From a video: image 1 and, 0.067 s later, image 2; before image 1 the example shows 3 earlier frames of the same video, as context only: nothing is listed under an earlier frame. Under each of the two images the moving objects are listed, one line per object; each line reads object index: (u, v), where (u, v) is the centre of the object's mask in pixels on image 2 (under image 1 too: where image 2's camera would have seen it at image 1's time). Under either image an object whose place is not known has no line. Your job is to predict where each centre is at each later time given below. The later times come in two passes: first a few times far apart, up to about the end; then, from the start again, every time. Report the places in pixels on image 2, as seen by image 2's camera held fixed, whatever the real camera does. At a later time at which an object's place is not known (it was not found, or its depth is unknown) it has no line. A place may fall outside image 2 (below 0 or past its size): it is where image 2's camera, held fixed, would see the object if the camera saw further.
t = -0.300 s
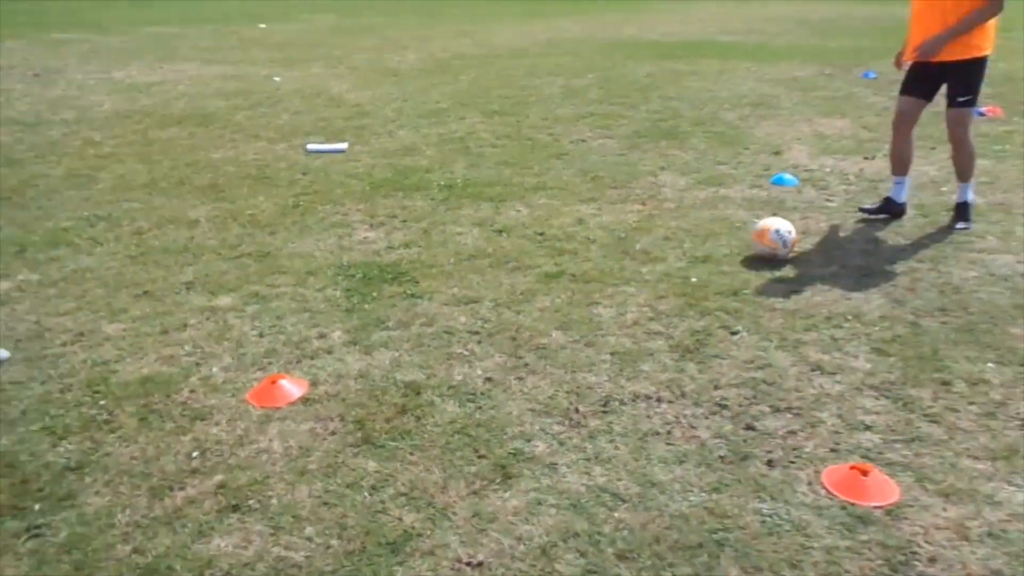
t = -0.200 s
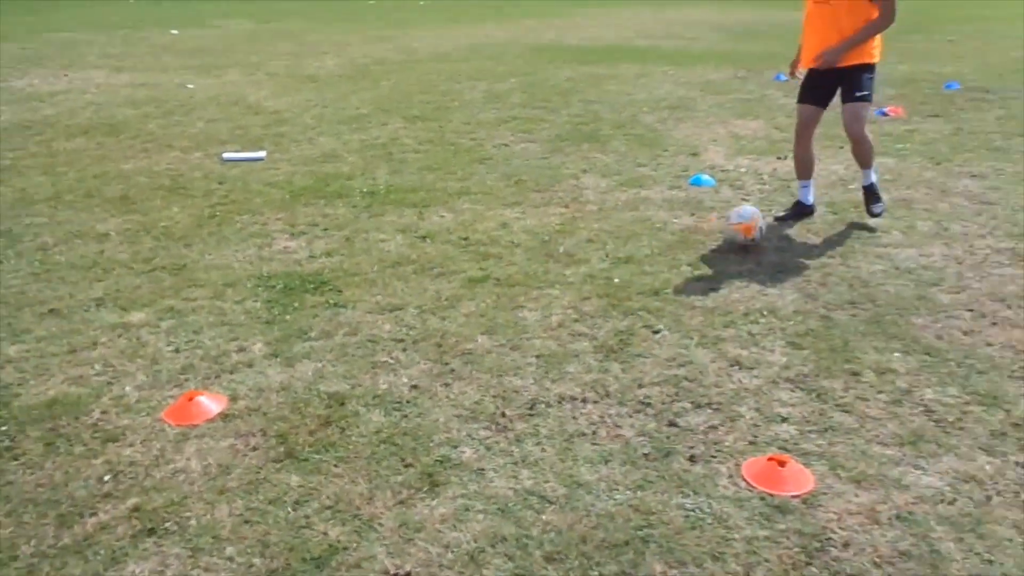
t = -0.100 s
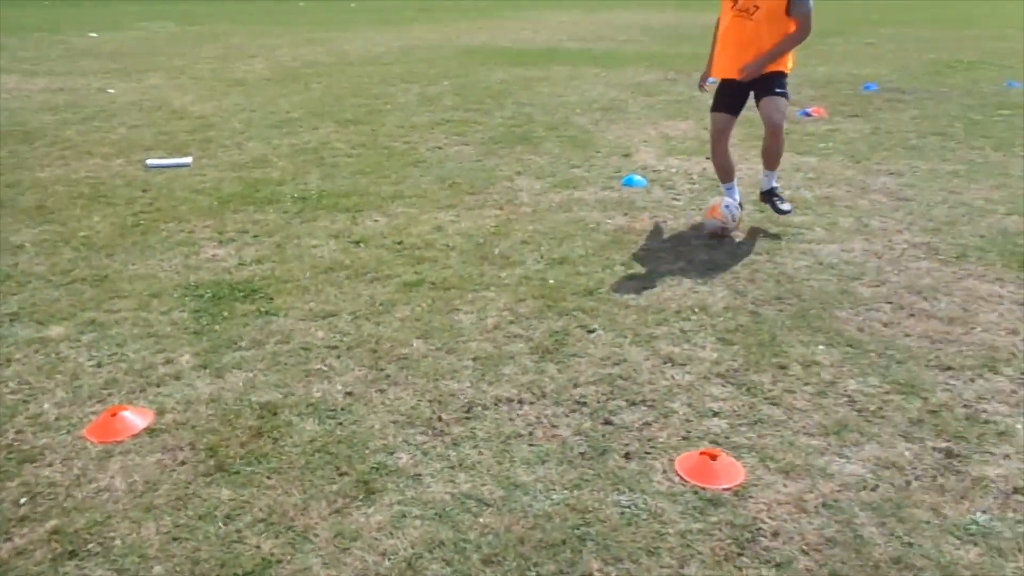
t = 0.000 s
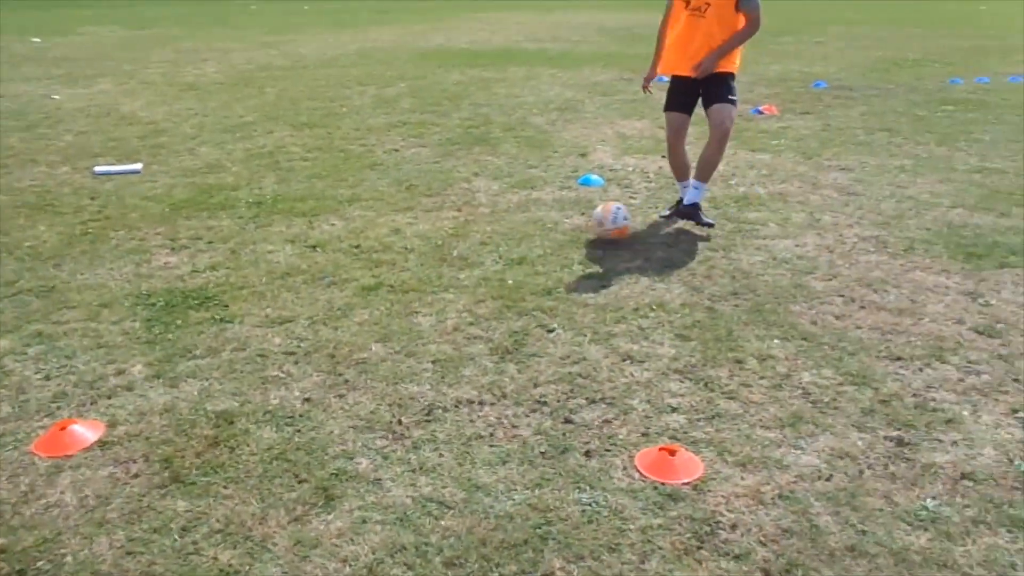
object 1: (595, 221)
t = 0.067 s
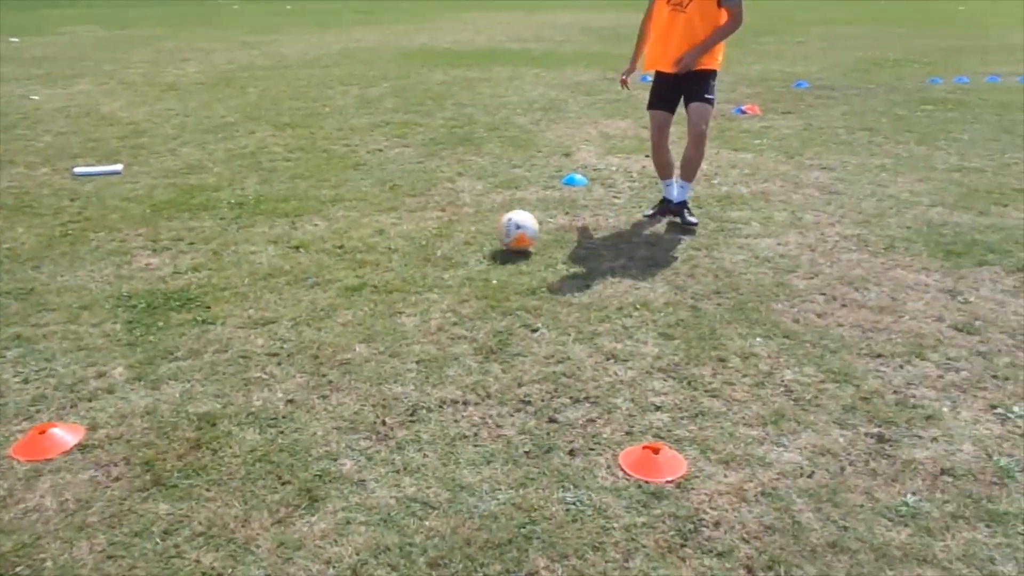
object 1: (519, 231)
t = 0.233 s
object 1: (318, 261)
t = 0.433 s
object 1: (86, 288)
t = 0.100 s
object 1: (478, 239)
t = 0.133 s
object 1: (439, 243)
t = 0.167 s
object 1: (399, 247)
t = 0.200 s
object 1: (359, 253)
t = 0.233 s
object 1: (318, 261)
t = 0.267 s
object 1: (280, 263)
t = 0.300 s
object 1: (242, 265)
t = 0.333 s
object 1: (203, 270)
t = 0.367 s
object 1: (164, 277)
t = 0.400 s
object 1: (123, 285)
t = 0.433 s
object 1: (86, 288)
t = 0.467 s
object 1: (51, 290)
